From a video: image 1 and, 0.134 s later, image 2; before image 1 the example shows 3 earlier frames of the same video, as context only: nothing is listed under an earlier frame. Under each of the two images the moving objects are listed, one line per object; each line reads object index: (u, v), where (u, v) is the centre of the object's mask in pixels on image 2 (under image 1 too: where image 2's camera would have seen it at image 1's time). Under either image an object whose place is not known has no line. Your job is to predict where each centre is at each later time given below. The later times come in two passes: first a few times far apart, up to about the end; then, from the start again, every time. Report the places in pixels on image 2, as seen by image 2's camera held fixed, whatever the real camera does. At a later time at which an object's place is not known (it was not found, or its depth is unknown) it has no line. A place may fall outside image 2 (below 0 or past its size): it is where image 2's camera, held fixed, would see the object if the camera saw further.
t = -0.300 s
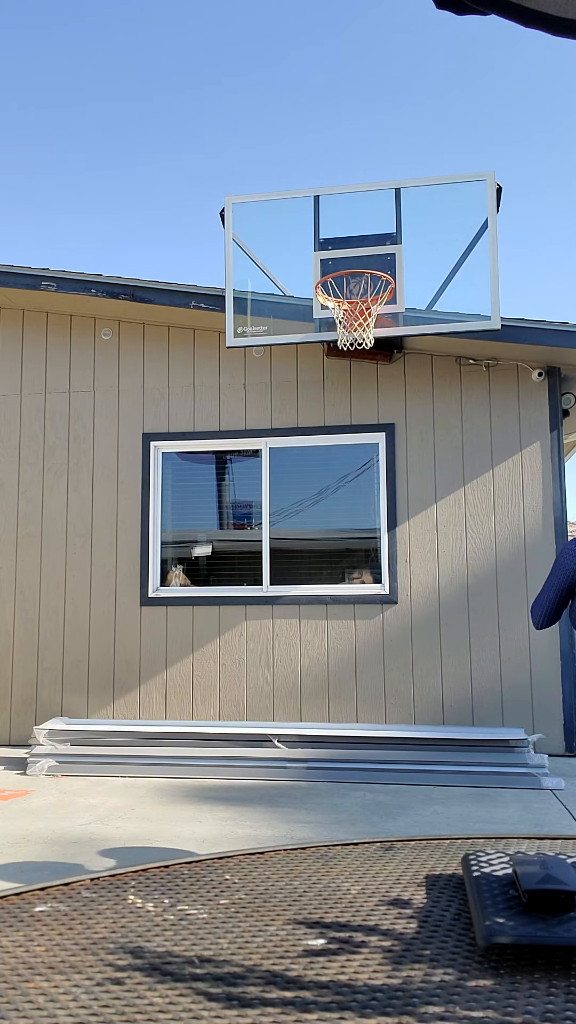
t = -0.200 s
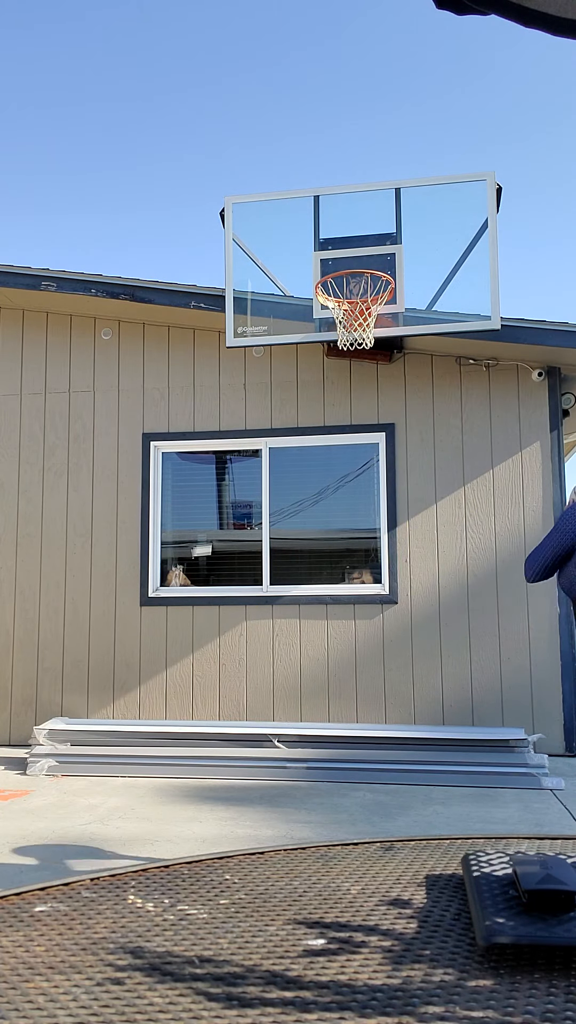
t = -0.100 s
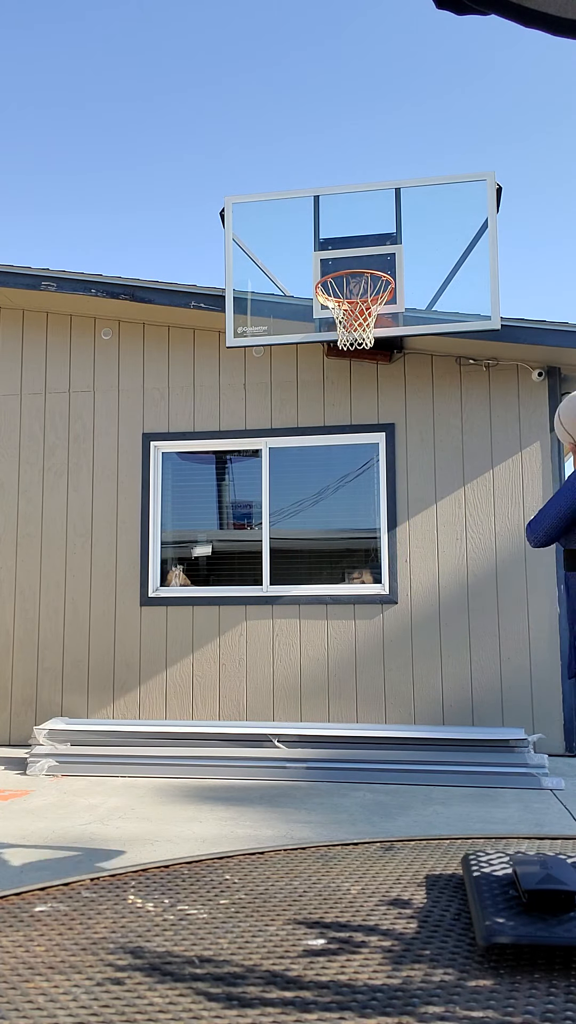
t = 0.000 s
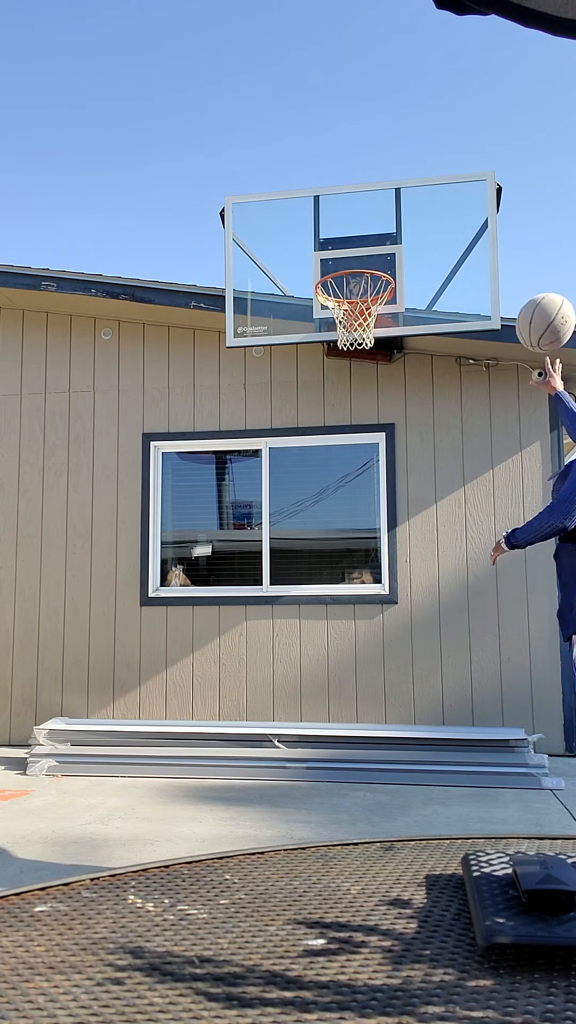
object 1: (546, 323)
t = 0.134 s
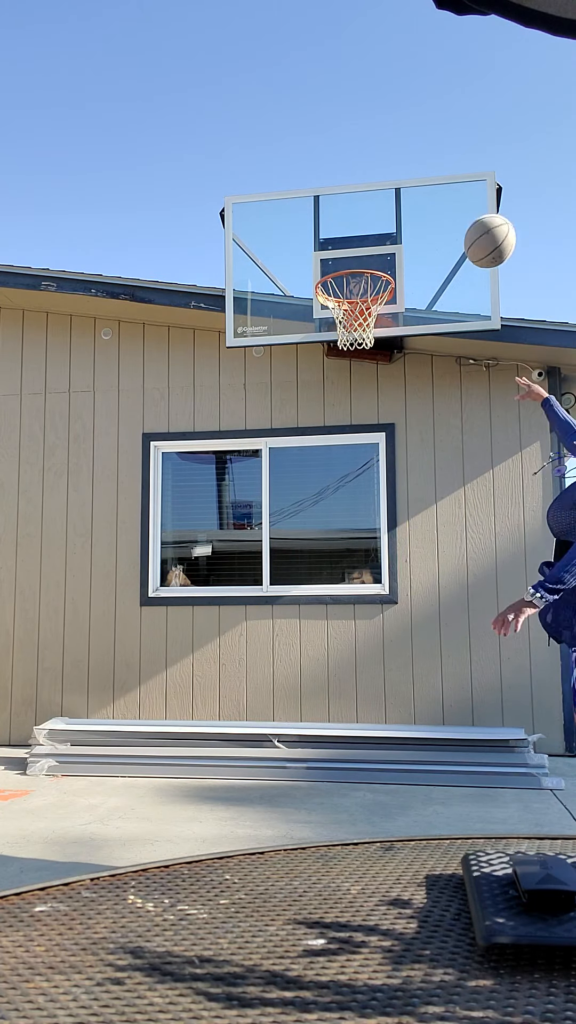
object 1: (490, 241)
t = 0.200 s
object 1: (467, 219)
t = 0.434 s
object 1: (404, 212)
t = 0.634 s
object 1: (363, 272)
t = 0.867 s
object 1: (371, 294)
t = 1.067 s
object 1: (359, 350)
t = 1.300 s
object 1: (330, 460)
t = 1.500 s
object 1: (307, 623)
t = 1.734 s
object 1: (265, 728)
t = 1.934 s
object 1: (205, 771)
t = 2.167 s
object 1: (114, 781)
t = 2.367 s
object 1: (18, 849)
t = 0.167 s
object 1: (478, 229)
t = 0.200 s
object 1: (467, 219)
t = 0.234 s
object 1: (456, 212)
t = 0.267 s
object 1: (446, 207)
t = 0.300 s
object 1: (437, 205)
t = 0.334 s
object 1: (428, 204)
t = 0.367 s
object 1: (419, 205)
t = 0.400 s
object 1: (411, 208)
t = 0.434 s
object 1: (404, 212)
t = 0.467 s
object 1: (397, 218)
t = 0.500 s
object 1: (390, 226)
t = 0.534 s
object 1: (383, 235)
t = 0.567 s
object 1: (376, 245)
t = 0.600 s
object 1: (370, 255)
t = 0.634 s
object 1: (363, 272)
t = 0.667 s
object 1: (358, 284)
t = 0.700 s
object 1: (354, 289)
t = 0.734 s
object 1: (348, 285)
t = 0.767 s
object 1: (343, 283)
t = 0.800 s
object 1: (349, 285)
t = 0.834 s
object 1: (360, 290)
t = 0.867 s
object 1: (371, 294)
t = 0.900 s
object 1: (379, 298)
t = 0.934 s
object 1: (376, 309)
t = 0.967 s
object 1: (369, 319)
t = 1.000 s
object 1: (362, 331)
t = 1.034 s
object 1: (363, 343)
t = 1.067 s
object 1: (359, 350)
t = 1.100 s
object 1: (354, 358)
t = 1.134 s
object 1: (350, 371)
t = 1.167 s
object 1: (346, 385)
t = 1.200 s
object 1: (342, 401)
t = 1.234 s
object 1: (338, 419)
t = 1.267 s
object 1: (334, 439)
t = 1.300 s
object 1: (330, 460)
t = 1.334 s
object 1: (326, 483)
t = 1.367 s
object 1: (322, 507)
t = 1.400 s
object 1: (318, 534)
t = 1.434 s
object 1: (314, 562)
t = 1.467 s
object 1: (310, 591)
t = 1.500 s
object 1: (307, 623)
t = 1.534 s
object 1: (304, 656)
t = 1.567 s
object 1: (300, 692)
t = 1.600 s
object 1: (296, 730)
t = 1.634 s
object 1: (289, 736)
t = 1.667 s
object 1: (281, 732)
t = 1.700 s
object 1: (273, 729)
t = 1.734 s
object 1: (265, 728)
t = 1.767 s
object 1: (256, 730)
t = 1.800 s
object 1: (247, 733)
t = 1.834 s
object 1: (237, 739)
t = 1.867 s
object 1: (227, 747)
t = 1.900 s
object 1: (216, 758)
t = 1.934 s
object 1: (205, 771)
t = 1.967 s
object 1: (192, 788)
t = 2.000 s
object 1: (179, 807)
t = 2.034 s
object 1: (168, 798)
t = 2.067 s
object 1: (156, 790)
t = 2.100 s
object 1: (143, 785)
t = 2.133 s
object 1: (129, 781)
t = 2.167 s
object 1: (114, 781)
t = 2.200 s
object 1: (99, 784)
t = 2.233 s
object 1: (83, 789)
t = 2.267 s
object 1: (65, 798)
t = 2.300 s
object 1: (46, 814)
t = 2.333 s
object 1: (29, 829)
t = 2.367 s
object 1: (18, 849)
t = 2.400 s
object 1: (9, 867)
